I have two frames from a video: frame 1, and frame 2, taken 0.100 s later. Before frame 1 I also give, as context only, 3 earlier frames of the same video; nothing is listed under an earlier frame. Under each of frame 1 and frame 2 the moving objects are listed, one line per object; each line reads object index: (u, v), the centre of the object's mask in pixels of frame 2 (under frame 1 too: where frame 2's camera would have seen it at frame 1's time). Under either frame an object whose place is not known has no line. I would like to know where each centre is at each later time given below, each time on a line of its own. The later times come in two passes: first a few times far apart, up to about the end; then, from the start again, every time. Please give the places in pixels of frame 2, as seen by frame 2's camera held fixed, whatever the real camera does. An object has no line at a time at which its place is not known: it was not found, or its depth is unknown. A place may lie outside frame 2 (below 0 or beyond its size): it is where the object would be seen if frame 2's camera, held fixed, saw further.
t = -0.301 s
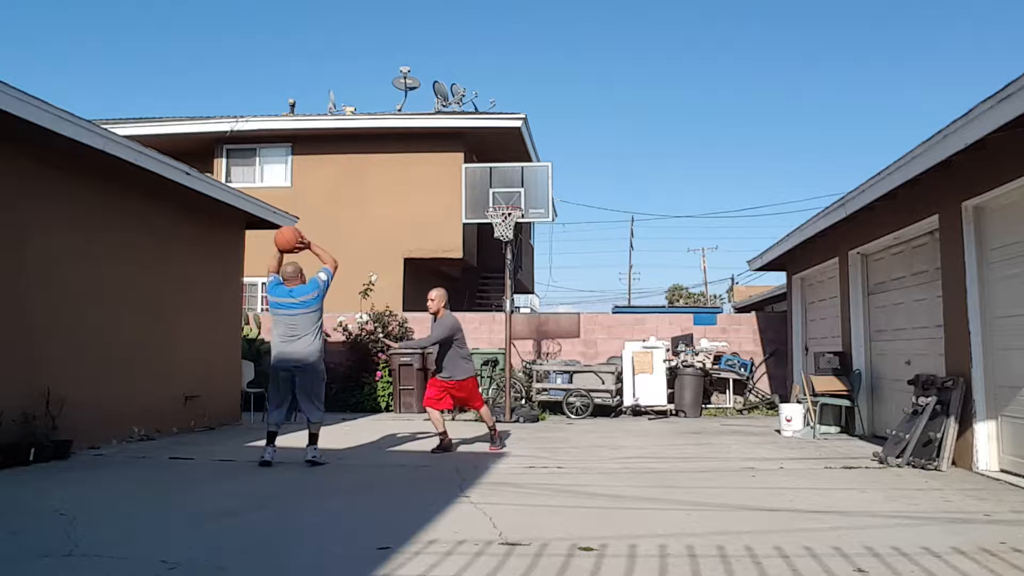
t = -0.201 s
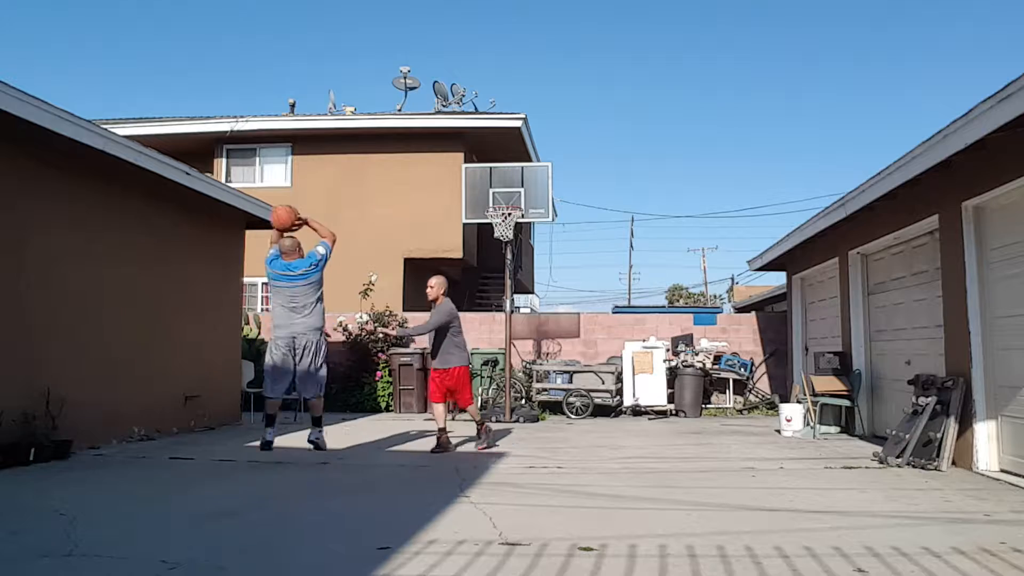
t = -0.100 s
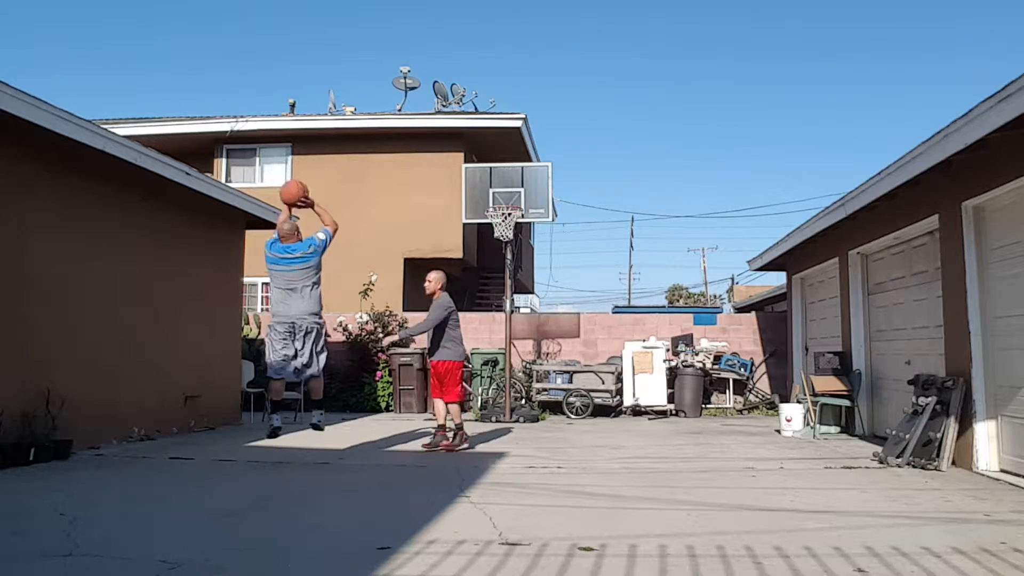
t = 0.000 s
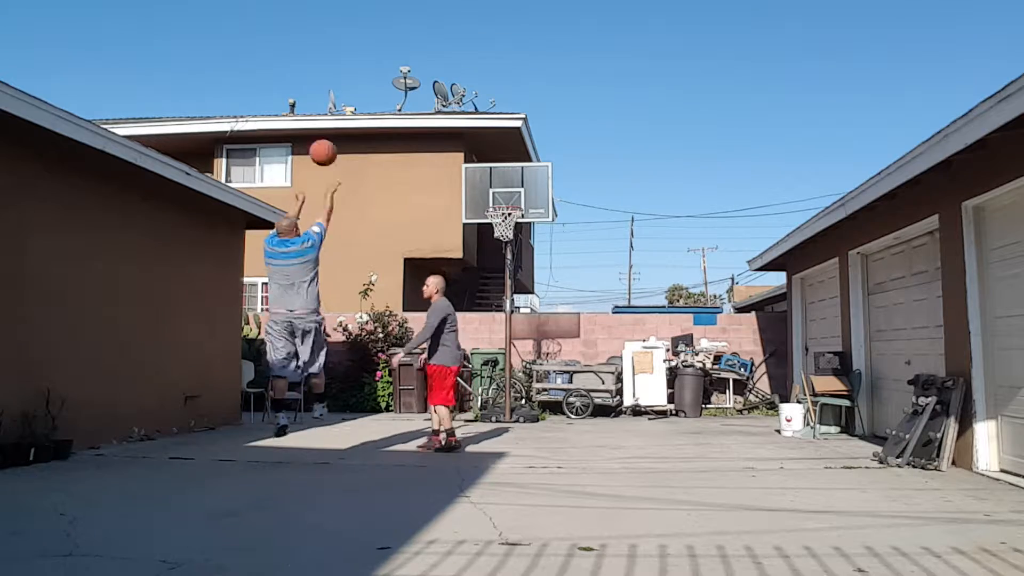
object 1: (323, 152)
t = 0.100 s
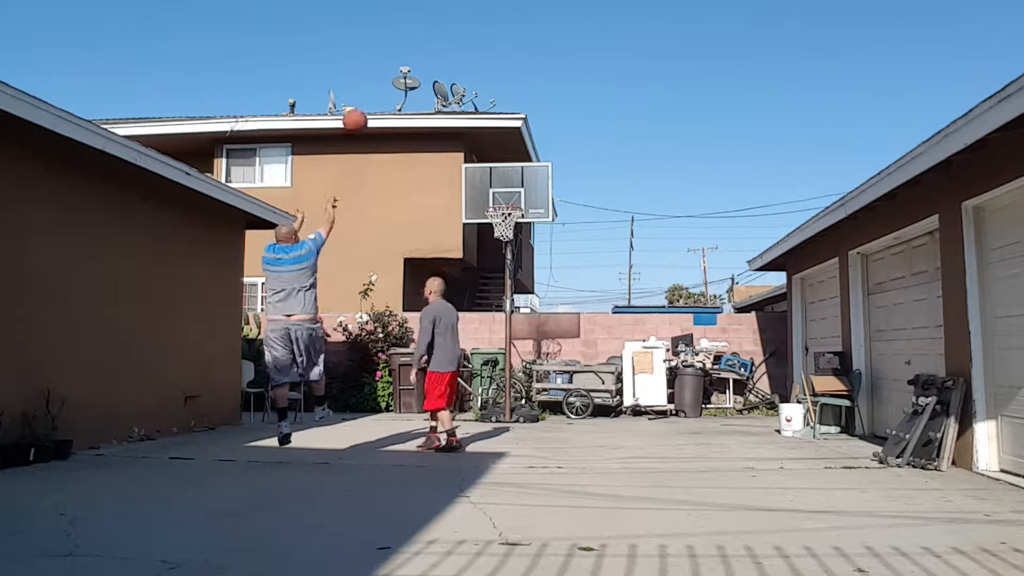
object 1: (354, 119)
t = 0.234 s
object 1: (392, 99)
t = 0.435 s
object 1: (437, 98)
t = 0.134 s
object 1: (365, 114)
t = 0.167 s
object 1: (374, 108)
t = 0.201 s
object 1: (383, 103)
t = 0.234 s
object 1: (392, 99)
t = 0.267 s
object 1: (400, 96)
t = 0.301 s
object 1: (408, 95)
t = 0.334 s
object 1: (416, 94)
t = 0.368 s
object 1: (423, 95)
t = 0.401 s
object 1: (430, 96)
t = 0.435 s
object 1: (437, 98)
